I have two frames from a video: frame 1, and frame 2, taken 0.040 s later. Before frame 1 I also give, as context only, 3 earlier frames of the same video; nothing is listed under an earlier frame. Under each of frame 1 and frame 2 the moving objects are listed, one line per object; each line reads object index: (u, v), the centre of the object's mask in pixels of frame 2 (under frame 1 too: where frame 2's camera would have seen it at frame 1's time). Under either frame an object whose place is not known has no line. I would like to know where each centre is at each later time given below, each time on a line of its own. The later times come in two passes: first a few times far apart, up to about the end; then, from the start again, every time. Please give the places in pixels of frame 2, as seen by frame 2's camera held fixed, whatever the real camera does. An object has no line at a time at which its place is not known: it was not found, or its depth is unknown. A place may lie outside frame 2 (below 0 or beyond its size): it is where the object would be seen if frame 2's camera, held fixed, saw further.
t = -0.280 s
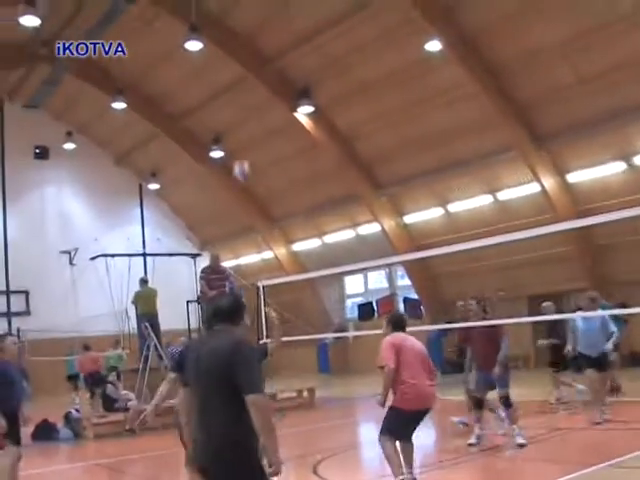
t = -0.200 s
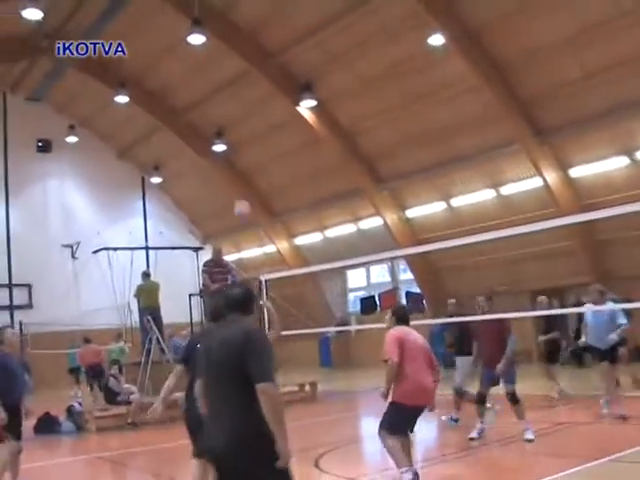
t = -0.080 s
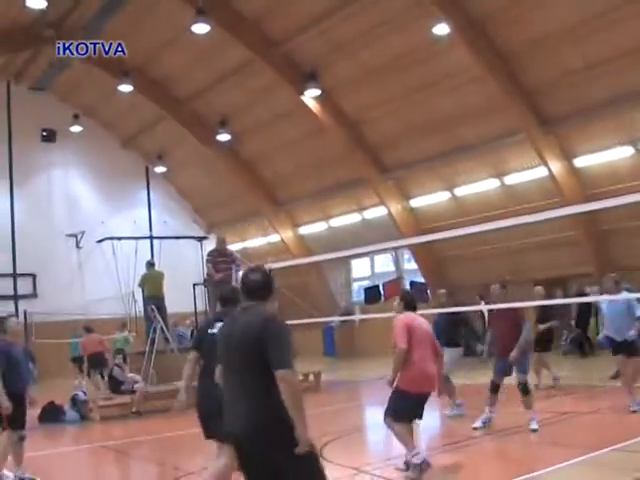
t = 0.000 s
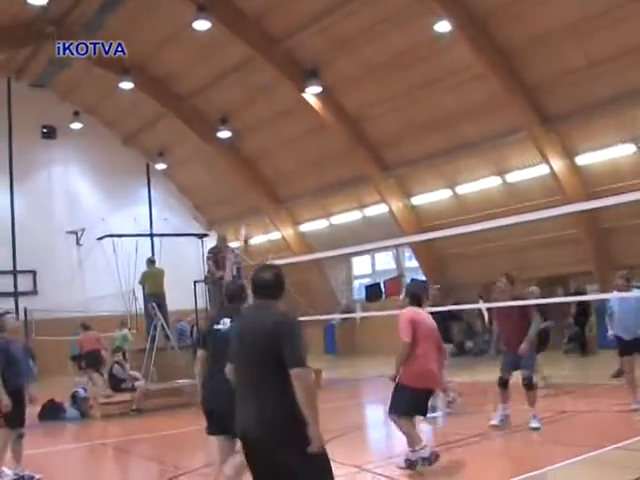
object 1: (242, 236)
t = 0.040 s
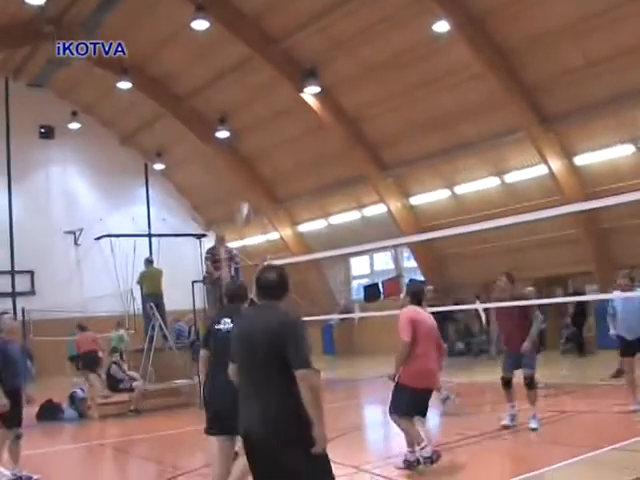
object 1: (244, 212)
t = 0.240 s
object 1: (252, 115)
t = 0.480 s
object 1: (272, 47)
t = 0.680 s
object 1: (288, 26)
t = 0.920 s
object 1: (311, 44)
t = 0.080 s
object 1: (245, 190)
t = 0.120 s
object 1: (247, 169)
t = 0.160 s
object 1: (248, 150)
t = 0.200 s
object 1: (249, 132)
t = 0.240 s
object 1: (252, 115)
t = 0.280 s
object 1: (256, 101)
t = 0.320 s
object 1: (259, 86)
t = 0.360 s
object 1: (262, 74)
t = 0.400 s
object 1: (264, 63)
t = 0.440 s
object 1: (268, 54)
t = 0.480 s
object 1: (272, 47)
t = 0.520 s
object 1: (275, 40)
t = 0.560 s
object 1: (279, 34)
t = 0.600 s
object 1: (282, 30)
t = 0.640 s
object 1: (285, 27)
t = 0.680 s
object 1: (288, 26)
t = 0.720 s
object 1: (290, 25)
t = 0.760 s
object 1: (296, 26)
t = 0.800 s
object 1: (299, 29)
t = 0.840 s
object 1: (303, 33)
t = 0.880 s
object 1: (306, 37)
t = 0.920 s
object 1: (311, 44)
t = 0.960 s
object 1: (314, 50)
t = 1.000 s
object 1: (318, 59)
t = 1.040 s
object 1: (321, 69)
